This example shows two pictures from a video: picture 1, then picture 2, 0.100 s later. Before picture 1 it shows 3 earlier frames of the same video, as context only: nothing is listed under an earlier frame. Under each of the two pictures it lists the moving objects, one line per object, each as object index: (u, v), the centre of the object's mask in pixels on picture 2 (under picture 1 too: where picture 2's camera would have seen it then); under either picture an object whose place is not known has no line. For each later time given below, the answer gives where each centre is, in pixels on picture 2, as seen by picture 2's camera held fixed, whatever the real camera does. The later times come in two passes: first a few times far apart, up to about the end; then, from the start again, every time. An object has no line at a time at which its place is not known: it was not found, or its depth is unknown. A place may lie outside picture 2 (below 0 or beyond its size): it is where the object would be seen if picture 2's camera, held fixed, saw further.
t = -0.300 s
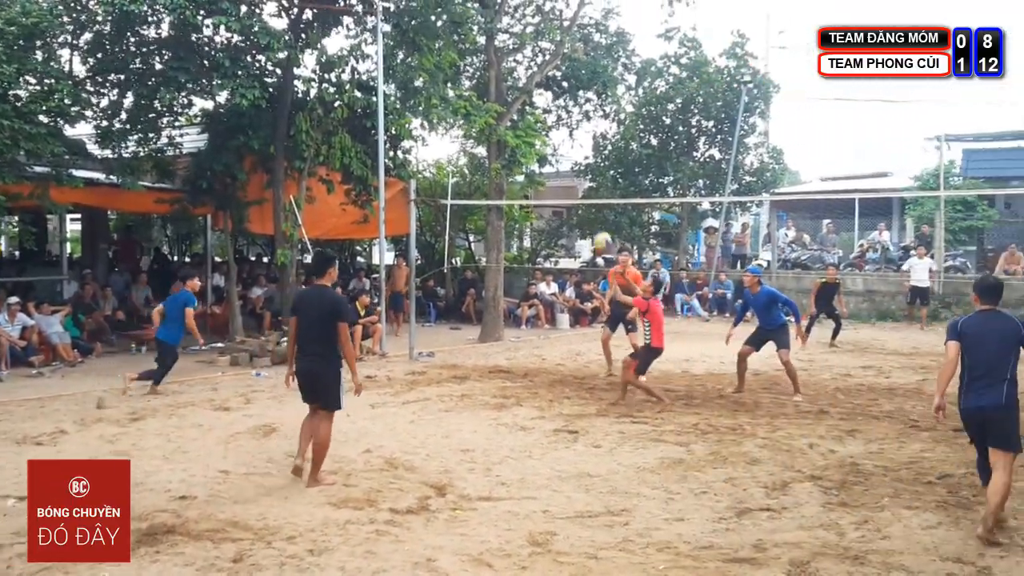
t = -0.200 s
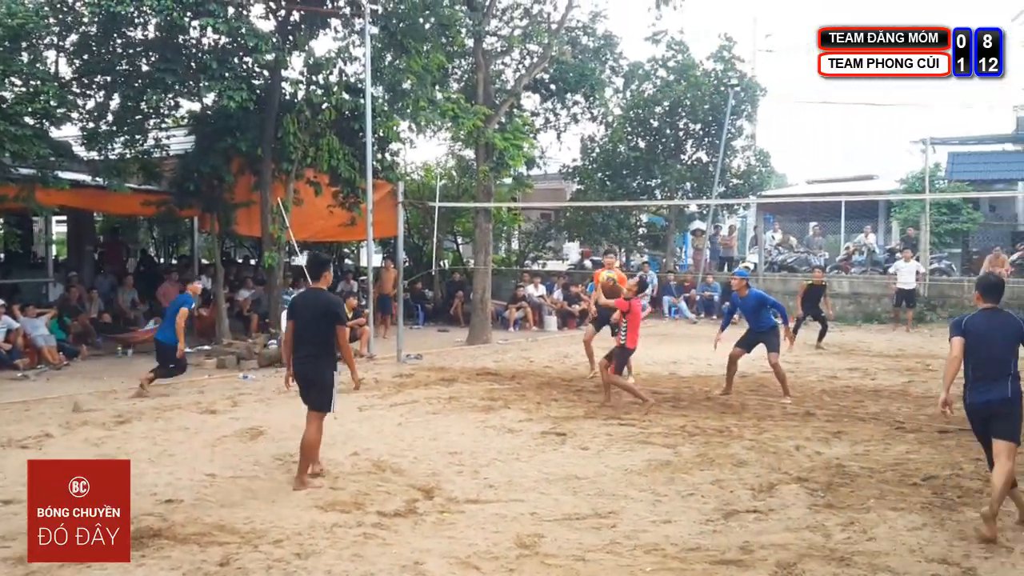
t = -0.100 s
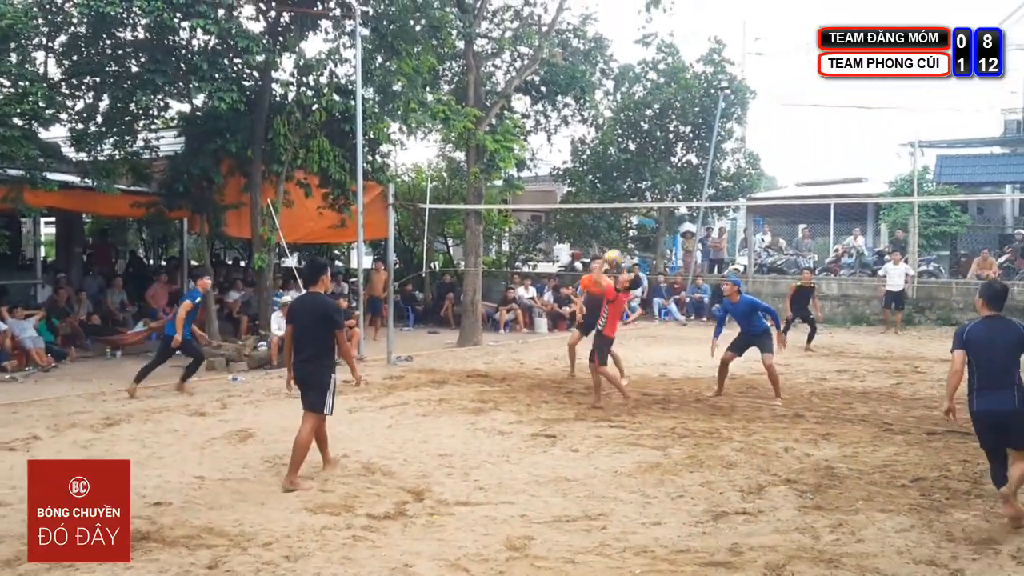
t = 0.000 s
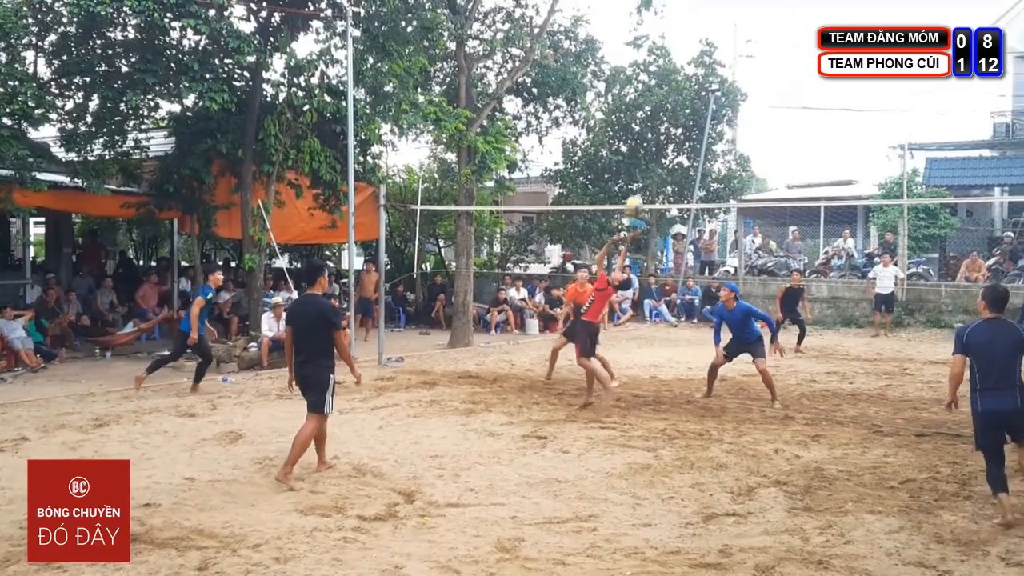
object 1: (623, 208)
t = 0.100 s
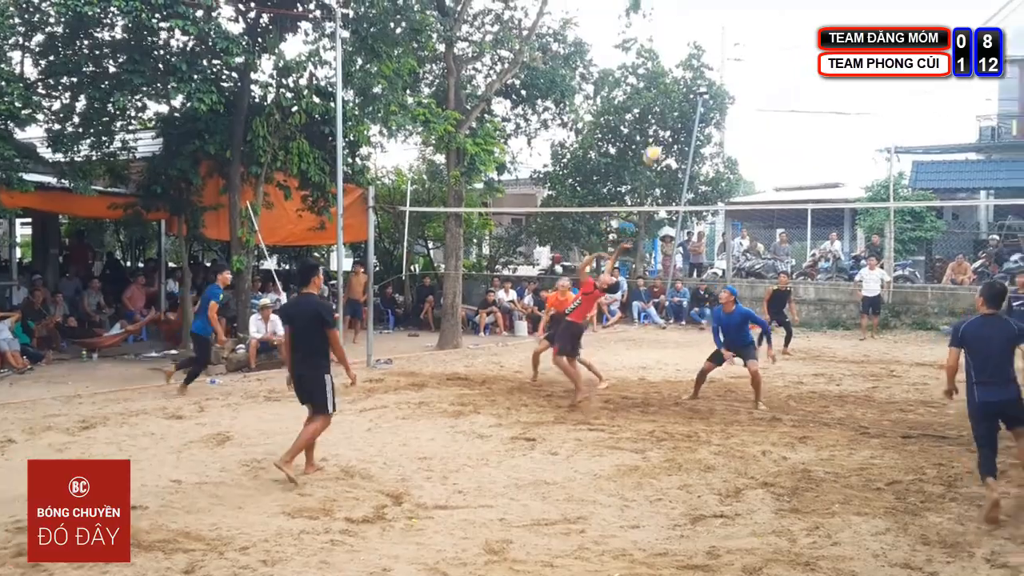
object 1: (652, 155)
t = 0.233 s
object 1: (694, 97)
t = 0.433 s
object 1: (755, 38)
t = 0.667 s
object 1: (832, 11)
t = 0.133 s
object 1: (663, 139)
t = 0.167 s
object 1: (673, 124)
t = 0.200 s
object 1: (683, 110)
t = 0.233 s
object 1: (694, 97)
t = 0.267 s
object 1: (704, 85)
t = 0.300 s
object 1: (714, 76)
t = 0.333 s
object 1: (723, 64)
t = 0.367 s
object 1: (734, 55)
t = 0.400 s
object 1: (744, 45)
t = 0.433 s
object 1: (755, 38)
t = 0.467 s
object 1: (766, 31)
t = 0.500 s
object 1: (777, 25)
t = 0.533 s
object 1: (787, 20)
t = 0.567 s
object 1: (799, 16)
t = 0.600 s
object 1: (809, 13)
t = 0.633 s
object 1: (821, 12)
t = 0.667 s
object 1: (832, 11)
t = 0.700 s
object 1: (843, 12)
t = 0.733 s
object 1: (855, 13)
